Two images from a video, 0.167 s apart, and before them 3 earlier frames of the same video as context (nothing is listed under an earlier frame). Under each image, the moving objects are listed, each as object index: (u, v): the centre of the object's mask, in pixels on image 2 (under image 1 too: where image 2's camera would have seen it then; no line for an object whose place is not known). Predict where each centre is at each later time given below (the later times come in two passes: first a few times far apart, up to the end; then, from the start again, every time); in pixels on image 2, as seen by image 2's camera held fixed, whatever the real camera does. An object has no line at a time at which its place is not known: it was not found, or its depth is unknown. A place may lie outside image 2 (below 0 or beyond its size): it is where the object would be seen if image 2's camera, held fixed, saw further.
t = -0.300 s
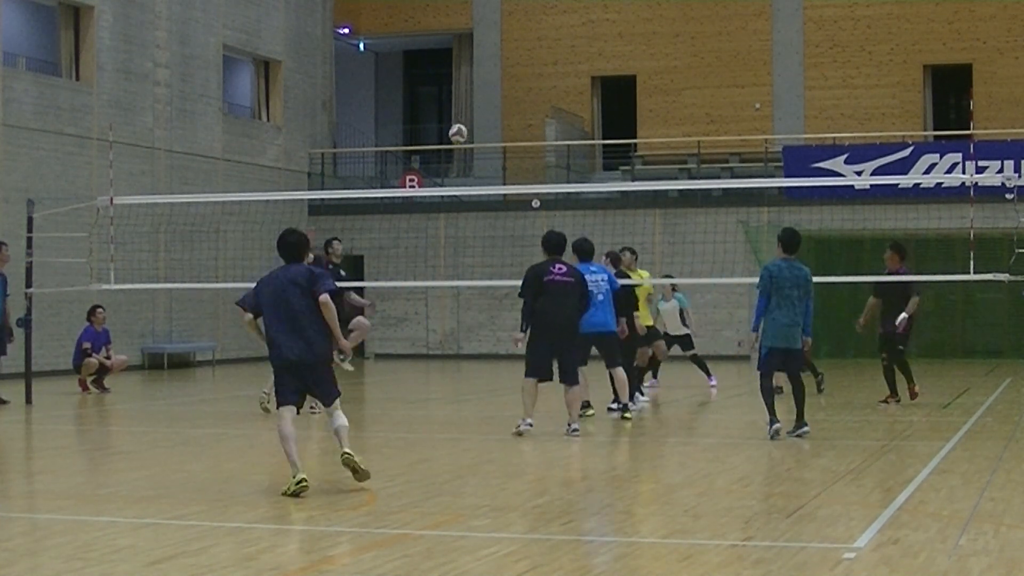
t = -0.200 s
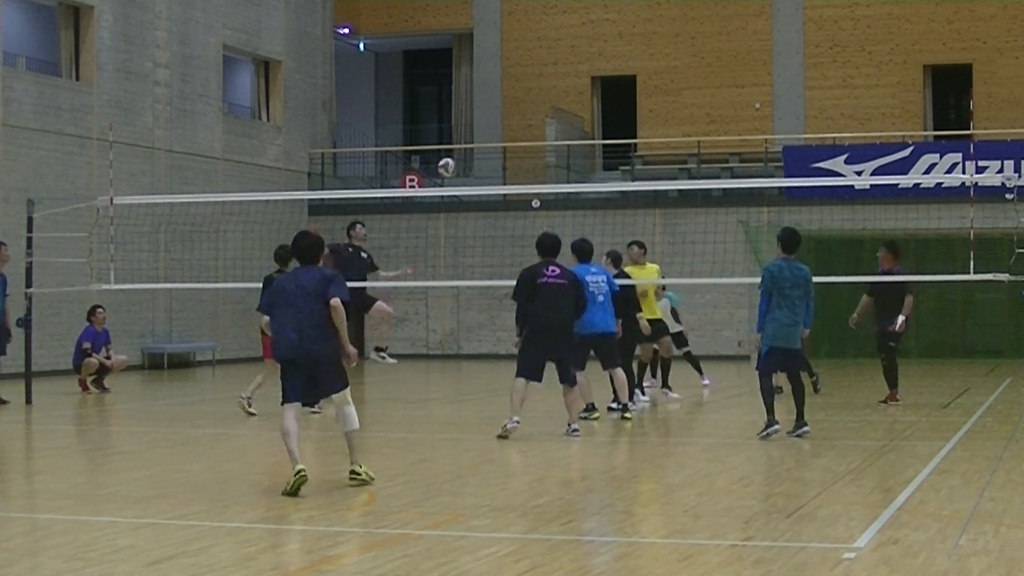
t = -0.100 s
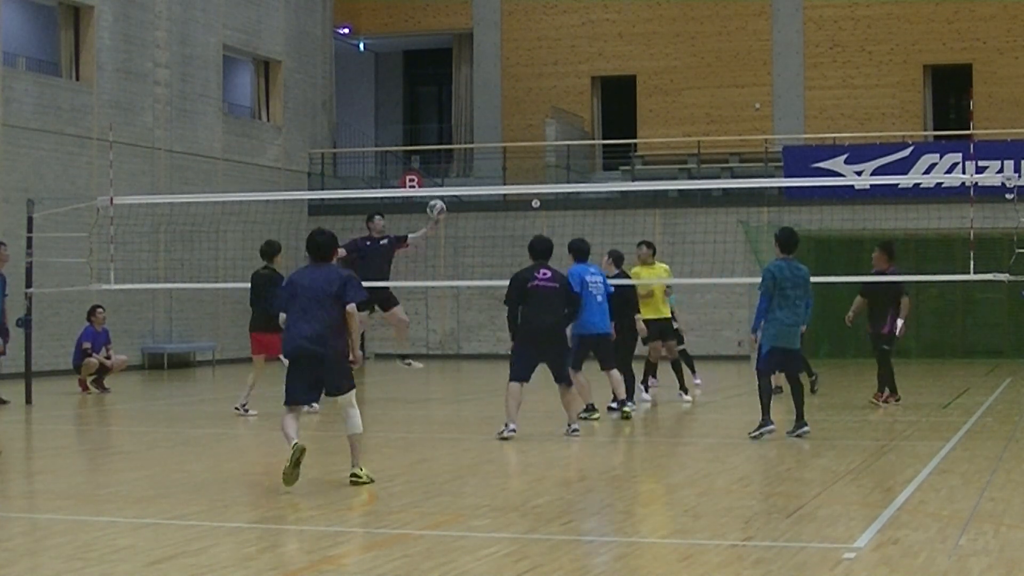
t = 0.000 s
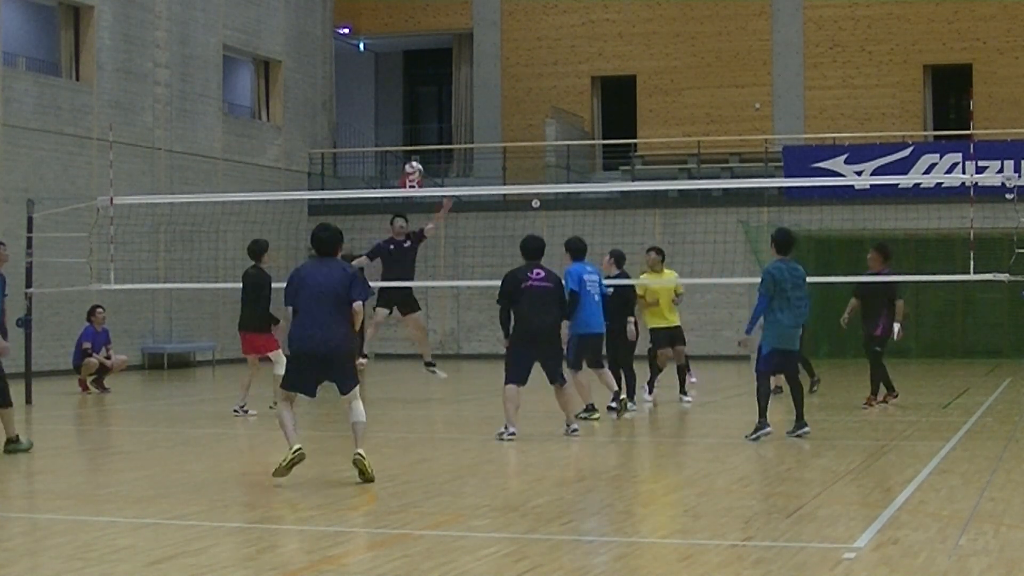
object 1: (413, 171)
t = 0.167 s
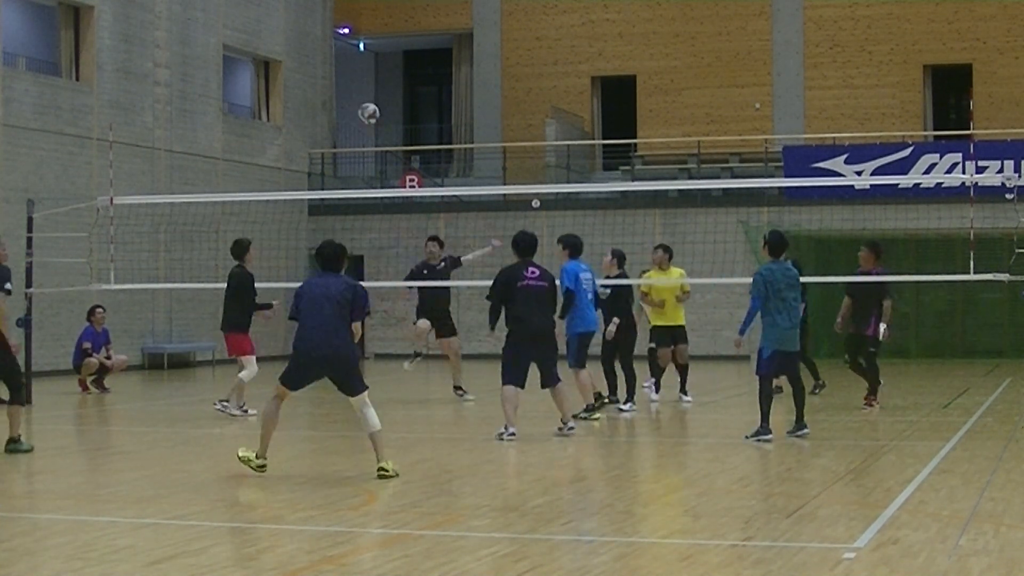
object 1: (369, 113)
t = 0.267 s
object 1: (339, 90)
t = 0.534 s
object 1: (245, 77)
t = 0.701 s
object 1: (178, 114)
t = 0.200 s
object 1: (359, 105)
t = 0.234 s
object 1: (348, 97)
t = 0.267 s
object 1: (339, 90)
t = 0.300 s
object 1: (328, 84)
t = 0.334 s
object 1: (317, 80)
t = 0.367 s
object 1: (306, 76)
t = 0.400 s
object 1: (295, 74)
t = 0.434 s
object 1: (283, 73)
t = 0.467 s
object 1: (270, 73)
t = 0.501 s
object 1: (258, 74)
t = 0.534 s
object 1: (245, 77)
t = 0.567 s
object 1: (233, 81)
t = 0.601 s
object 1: (219, 87)
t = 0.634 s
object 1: (205, 94)
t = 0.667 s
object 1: (191, 103)
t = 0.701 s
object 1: (178, 114)
